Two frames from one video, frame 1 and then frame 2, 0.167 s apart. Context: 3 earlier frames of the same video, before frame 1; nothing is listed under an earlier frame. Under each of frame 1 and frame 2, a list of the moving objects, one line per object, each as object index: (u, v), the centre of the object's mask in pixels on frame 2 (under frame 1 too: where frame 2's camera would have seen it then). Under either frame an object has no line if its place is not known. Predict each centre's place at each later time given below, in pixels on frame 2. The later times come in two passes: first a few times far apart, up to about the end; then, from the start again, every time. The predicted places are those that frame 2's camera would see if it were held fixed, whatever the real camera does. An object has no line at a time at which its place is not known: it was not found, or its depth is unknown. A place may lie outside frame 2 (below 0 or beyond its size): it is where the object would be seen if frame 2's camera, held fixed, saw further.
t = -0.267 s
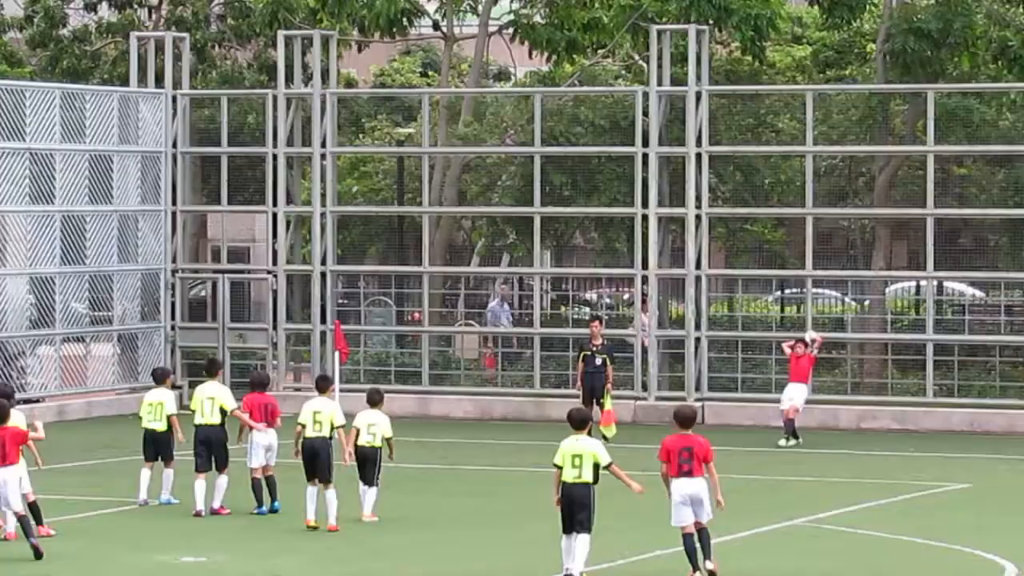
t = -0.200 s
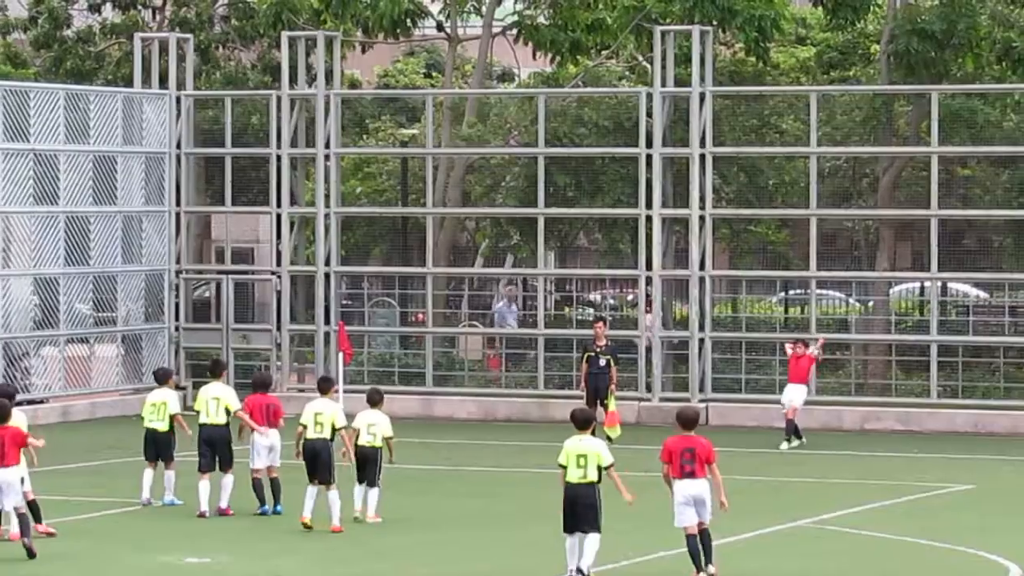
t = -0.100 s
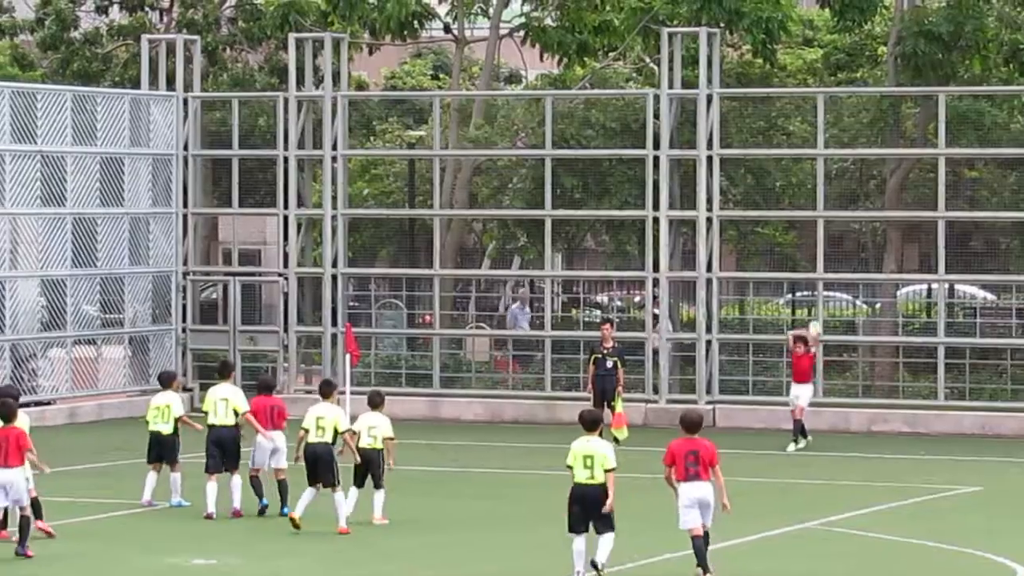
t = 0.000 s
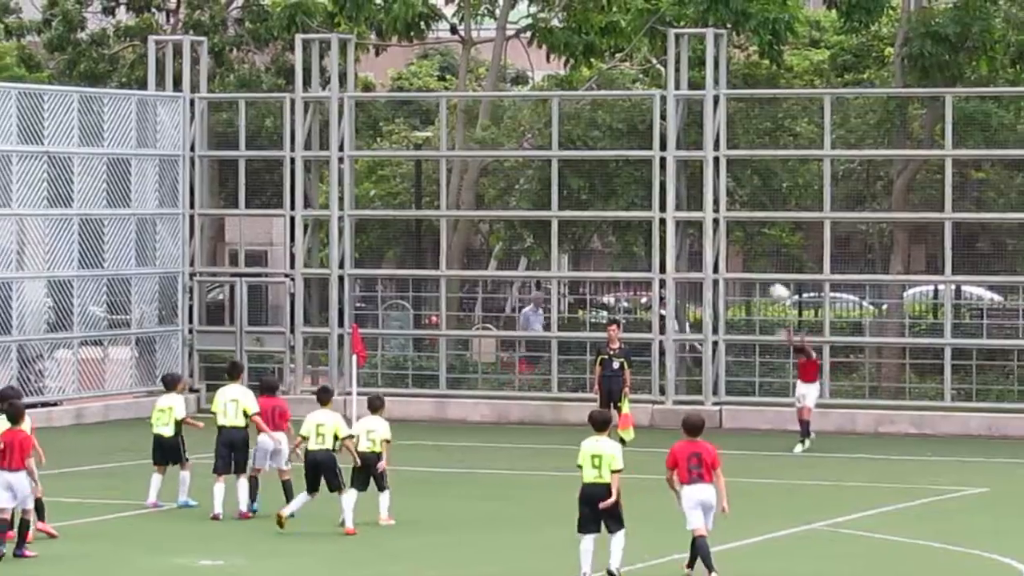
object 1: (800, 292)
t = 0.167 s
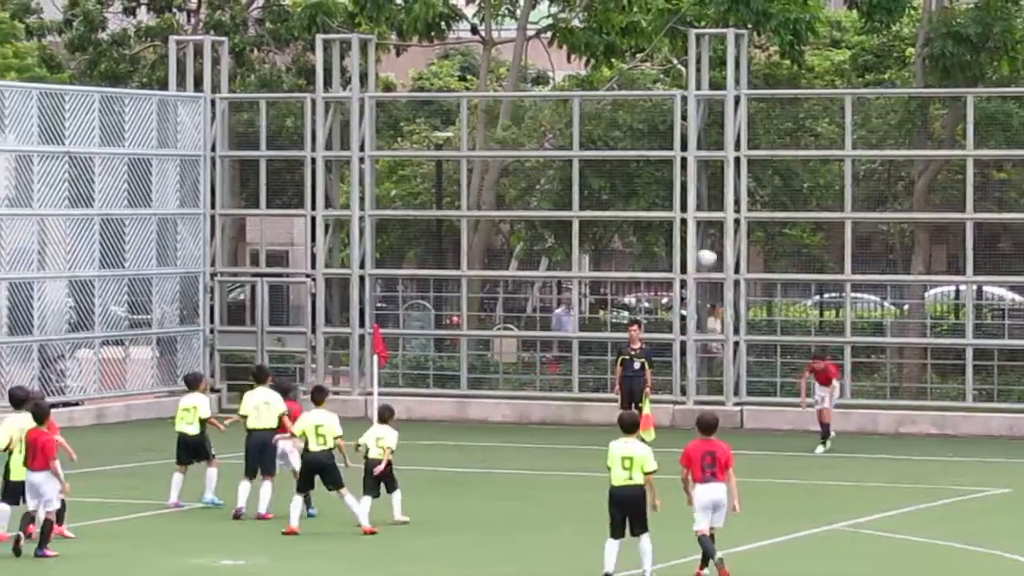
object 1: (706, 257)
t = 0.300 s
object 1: (625, 240)
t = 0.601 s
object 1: (426, 241)
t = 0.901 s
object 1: (194, 309)
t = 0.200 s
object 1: (687, 252)
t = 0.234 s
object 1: (666, 247)
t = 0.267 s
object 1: (646, 244)
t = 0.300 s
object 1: (625, 240)
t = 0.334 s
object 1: (605, 238)
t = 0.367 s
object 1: (584, 235)
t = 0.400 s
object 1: (561, 234)
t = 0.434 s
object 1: (541, 234)
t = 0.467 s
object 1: (518, 234)
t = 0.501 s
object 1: (496, 234)
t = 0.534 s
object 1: (474, 235)
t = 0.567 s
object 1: (451, 237)
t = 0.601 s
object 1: (426, 241)
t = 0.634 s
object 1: (403, 245)
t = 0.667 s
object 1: (379, 249)
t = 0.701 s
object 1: (353, 255)
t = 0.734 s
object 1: (328, 261)
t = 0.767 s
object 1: (302, 269)
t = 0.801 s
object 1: (275, 278)
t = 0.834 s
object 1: (249, 288)
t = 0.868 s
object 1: (222, 298)
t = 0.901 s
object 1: (194, 309)
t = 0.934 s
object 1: (165, 322)
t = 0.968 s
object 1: (136, 336)
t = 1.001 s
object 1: (105, 350)
